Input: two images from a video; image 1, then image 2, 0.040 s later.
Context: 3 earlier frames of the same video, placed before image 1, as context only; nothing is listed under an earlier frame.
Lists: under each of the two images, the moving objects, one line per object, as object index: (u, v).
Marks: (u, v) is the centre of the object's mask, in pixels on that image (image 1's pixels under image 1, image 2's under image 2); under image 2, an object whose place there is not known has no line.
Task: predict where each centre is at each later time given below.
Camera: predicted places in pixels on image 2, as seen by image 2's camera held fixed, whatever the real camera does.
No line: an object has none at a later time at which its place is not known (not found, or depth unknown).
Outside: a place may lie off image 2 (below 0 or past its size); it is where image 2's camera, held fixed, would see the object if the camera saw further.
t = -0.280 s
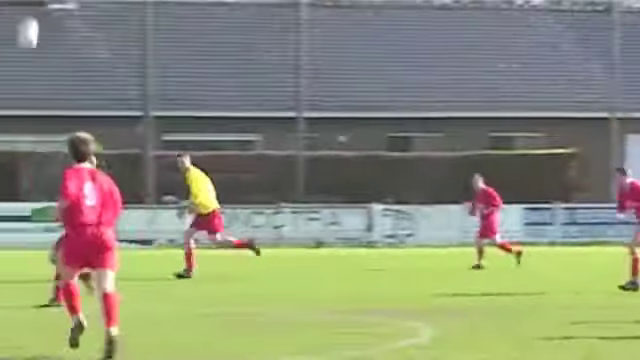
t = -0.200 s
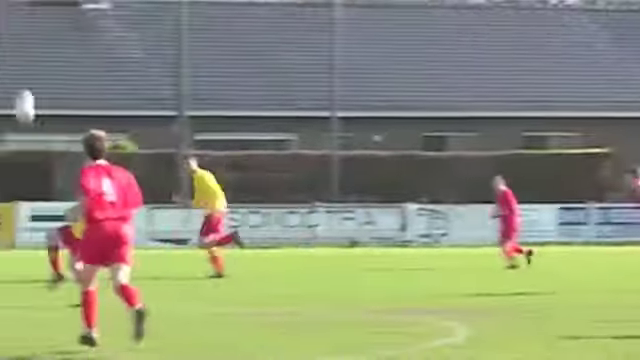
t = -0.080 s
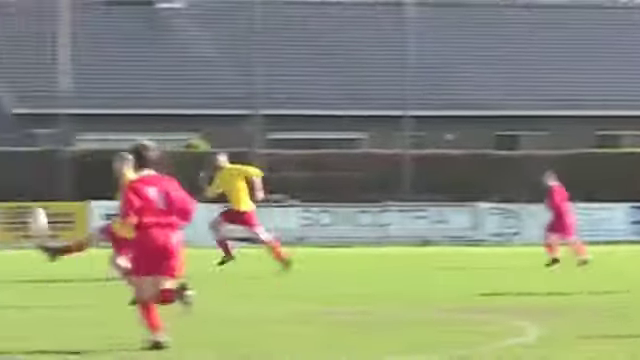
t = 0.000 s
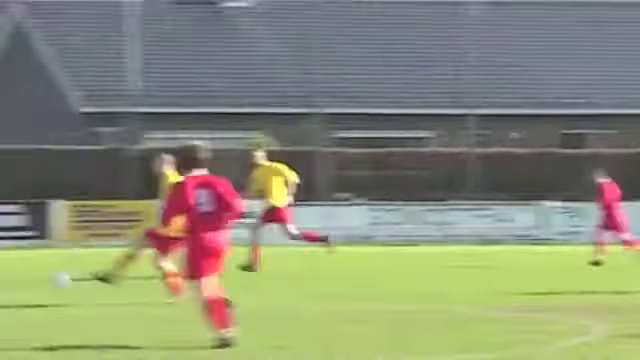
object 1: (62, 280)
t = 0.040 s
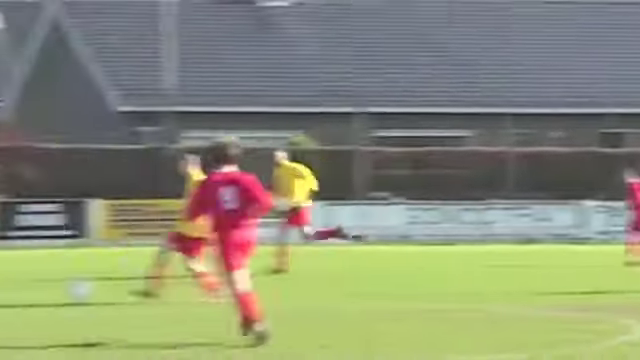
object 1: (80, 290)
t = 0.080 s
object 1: (77, 269)
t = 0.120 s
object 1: (69, 246)
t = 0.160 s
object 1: (61, 232)
